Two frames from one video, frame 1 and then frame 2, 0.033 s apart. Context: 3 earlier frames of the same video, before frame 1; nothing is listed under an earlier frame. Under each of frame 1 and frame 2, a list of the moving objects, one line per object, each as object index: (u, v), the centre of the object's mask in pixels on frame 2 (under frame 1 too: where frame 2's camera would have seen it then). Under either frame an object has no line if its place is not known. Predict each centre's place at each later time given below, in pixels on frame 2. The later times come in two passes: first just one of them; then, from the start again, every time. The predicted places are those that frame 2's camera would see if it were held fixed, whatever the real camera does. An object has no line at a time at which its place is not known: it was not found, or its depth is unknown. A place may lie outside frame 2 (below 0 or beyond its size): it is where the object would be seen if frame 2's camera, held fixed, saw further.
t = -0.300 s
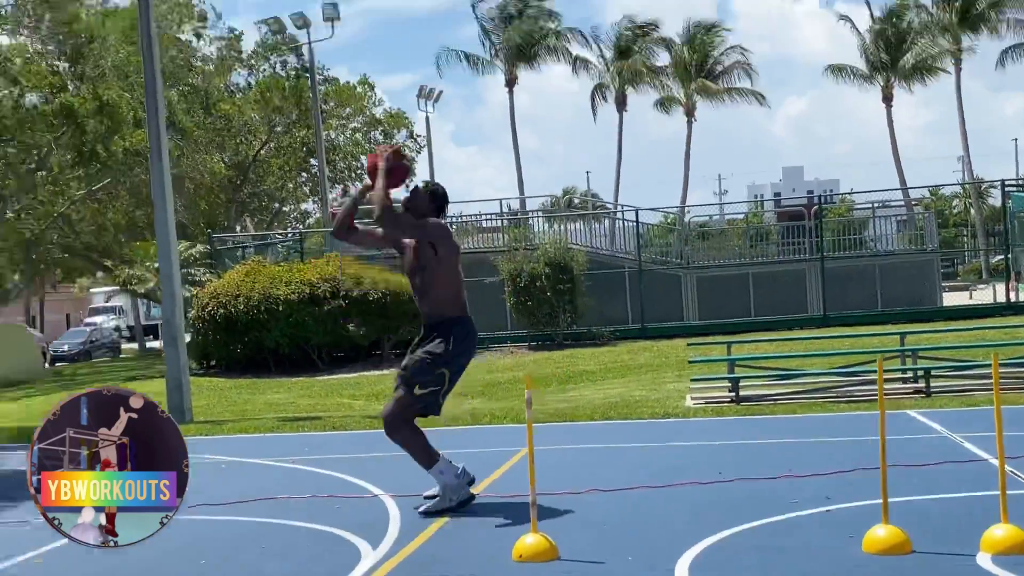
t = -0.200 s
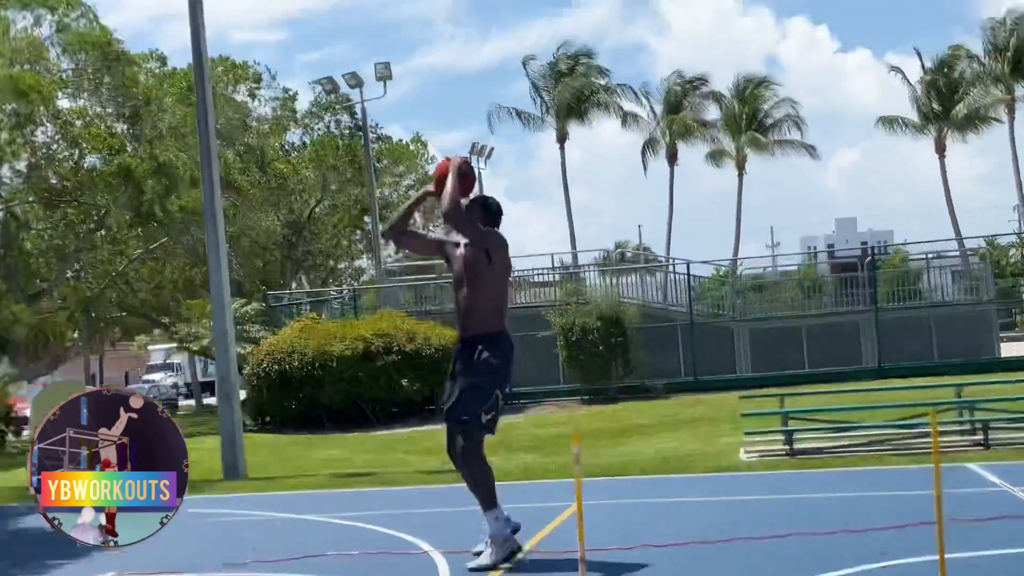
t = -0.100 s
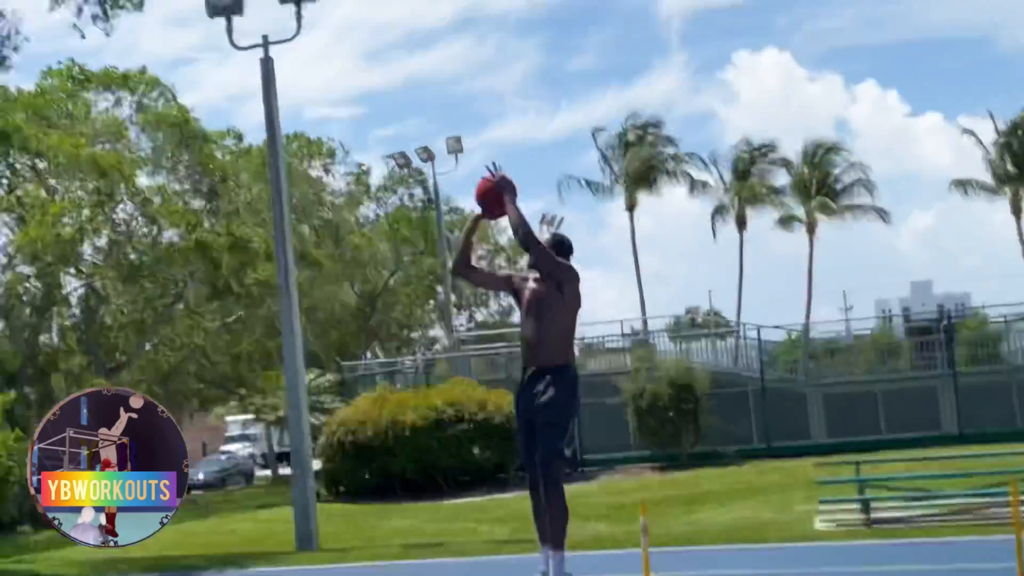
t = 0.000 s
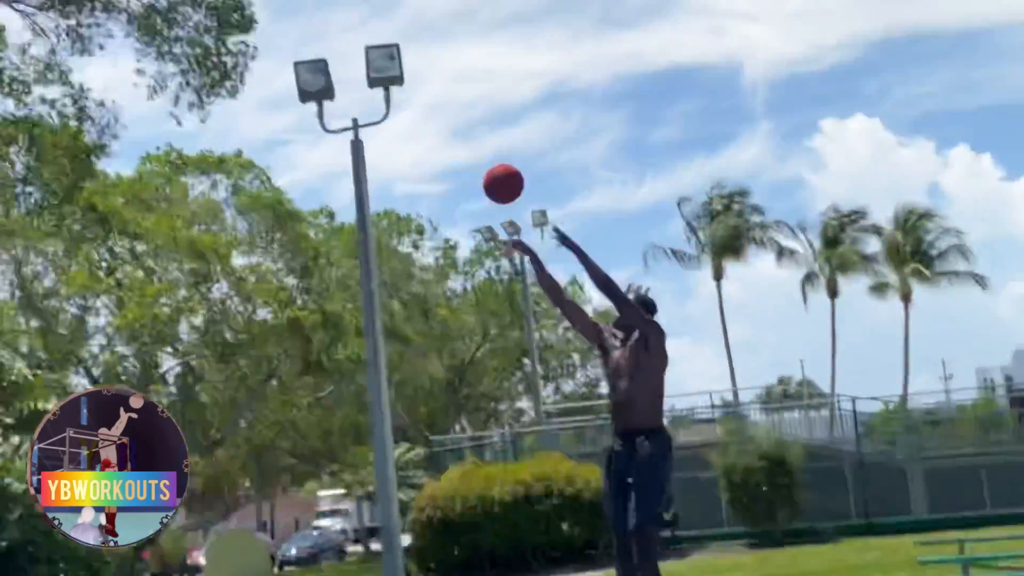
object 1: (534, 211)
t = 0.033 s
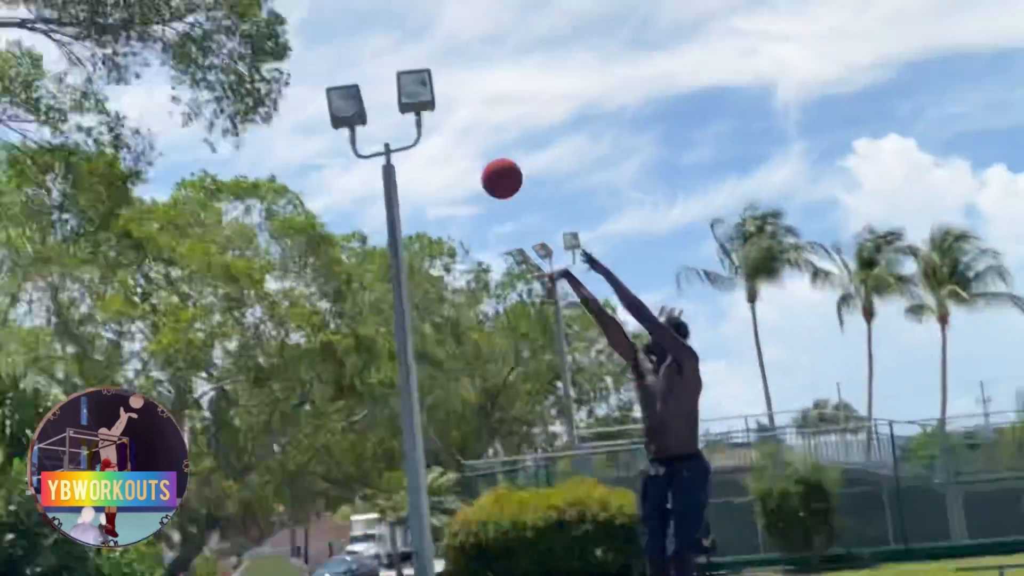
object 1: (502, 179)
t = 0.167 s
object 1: (373, 80)
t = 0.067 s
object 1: (469, 150)
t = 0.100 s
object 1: (436, 124)
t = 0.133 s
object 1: (405, 102)
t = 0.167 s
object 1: (373, 80)
